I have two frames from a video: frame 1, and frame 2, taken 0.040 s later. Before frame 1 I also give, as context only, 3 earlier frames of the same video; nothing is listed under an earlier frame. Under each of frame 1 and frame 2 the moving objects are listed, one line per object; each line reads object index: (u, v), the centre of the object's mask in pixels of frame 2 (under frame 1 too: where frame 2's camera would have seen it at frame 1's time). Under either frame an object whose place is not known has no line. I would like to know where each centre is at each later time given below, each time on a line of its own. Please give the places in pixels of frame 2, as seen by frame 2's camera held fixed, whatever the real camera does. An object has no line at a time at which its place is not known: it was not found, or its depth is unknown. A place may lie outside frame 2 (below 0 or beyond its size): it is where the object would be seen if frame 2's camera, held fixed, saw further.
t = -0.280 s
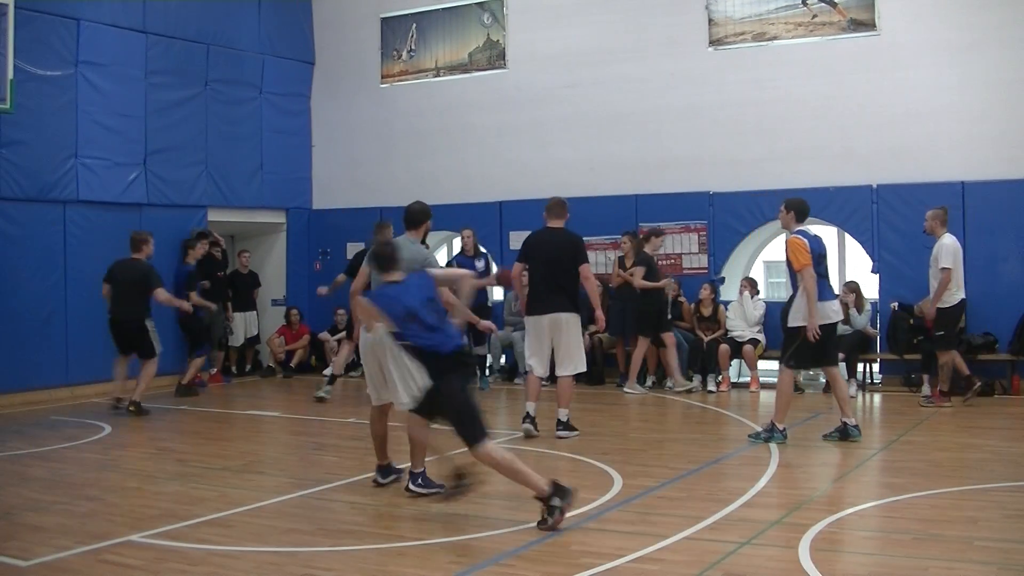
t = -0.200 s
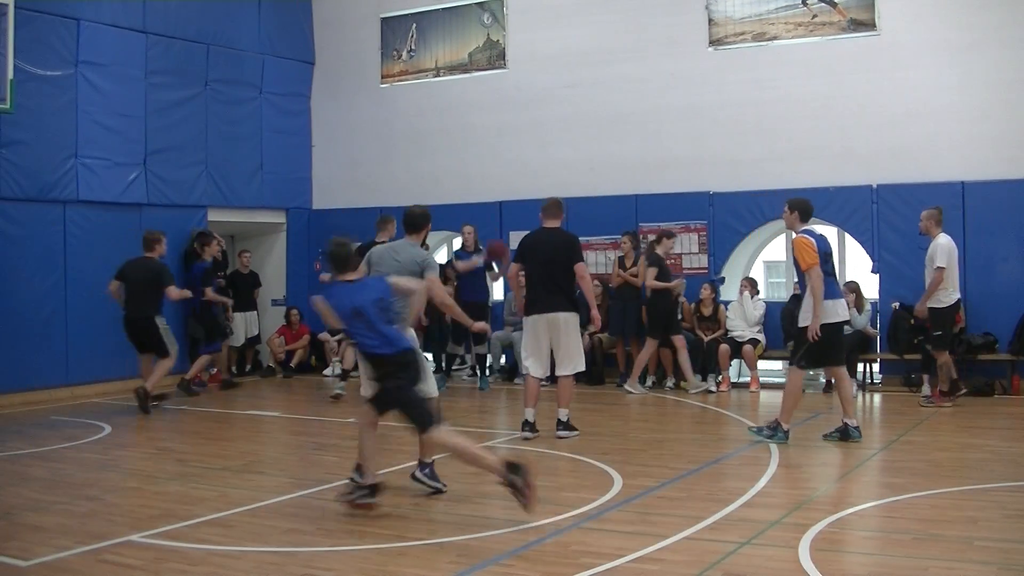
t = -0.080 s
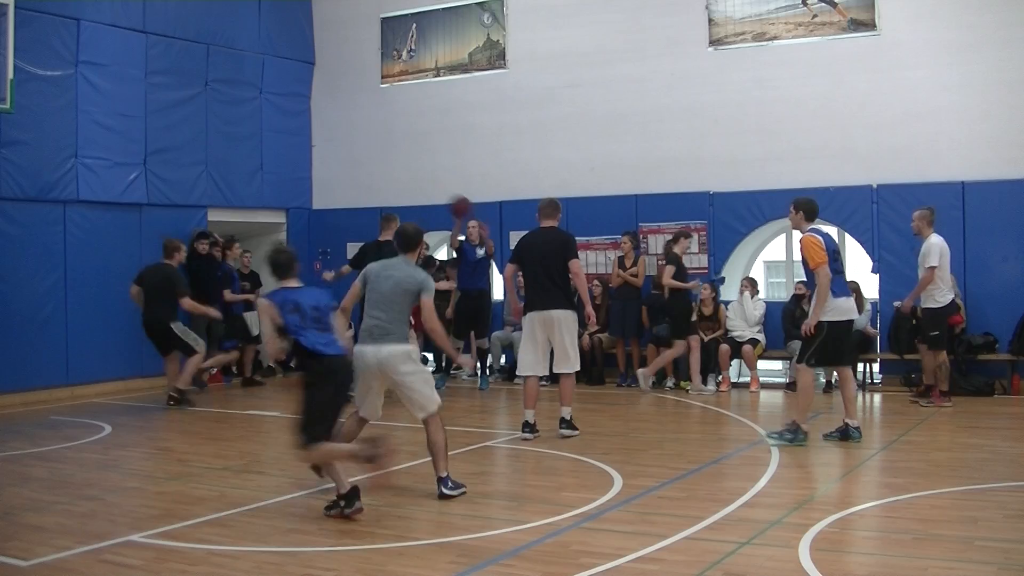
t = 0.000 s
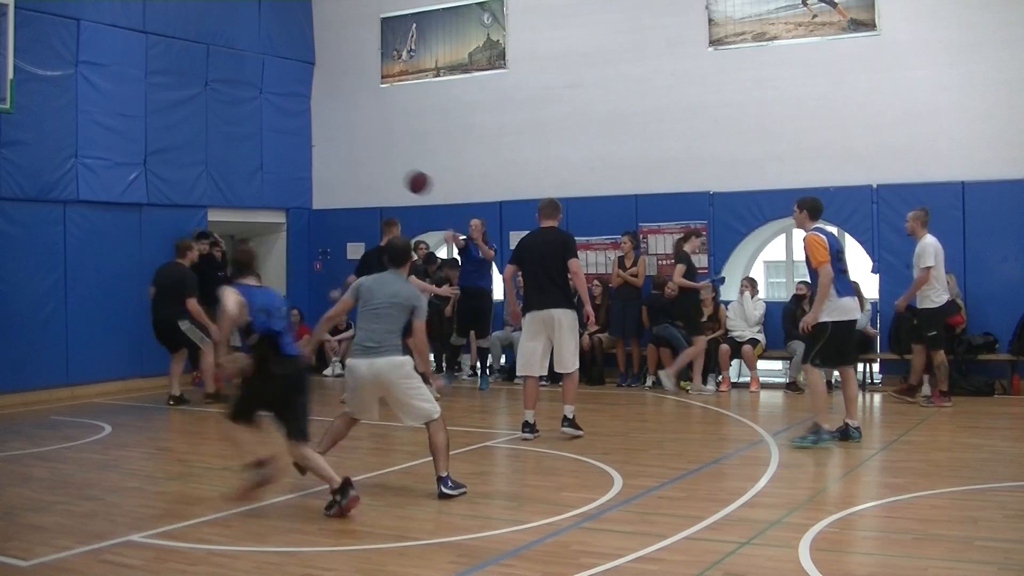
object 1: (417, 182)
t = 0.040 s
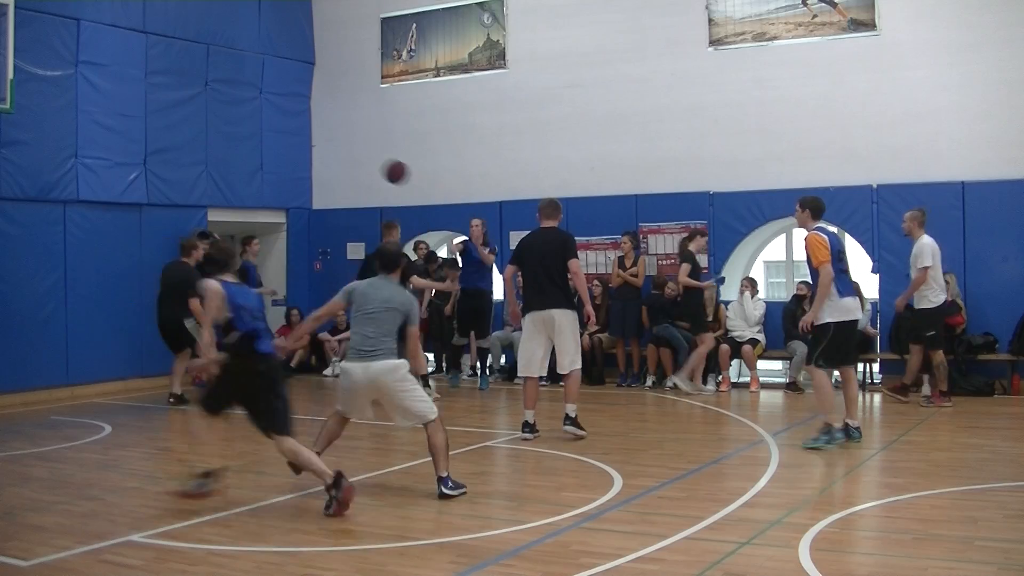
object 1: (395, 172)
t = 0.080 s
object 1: (371, 162)
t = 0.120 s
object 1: (349, 154)
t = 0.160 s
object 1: (326, 147)
